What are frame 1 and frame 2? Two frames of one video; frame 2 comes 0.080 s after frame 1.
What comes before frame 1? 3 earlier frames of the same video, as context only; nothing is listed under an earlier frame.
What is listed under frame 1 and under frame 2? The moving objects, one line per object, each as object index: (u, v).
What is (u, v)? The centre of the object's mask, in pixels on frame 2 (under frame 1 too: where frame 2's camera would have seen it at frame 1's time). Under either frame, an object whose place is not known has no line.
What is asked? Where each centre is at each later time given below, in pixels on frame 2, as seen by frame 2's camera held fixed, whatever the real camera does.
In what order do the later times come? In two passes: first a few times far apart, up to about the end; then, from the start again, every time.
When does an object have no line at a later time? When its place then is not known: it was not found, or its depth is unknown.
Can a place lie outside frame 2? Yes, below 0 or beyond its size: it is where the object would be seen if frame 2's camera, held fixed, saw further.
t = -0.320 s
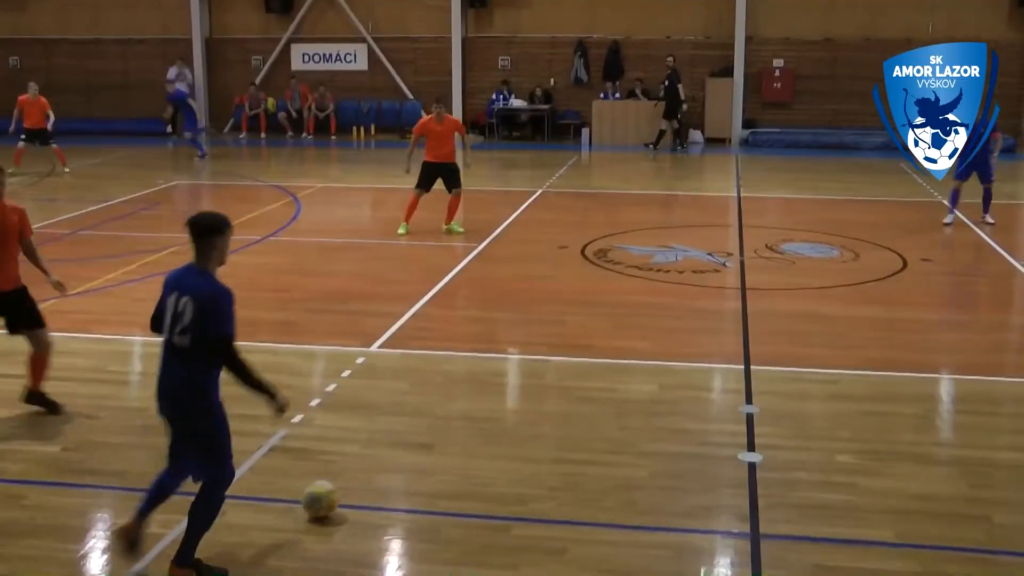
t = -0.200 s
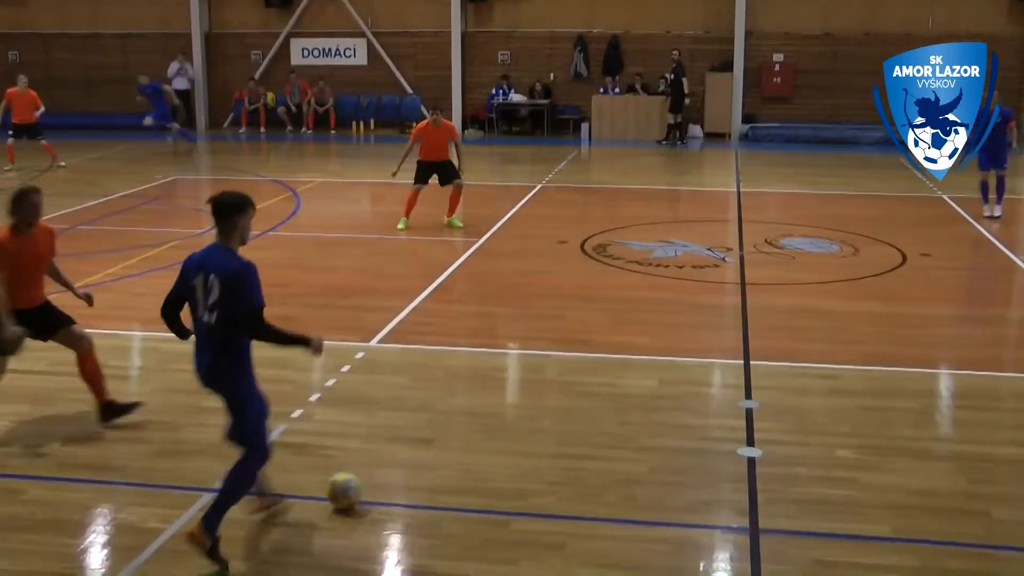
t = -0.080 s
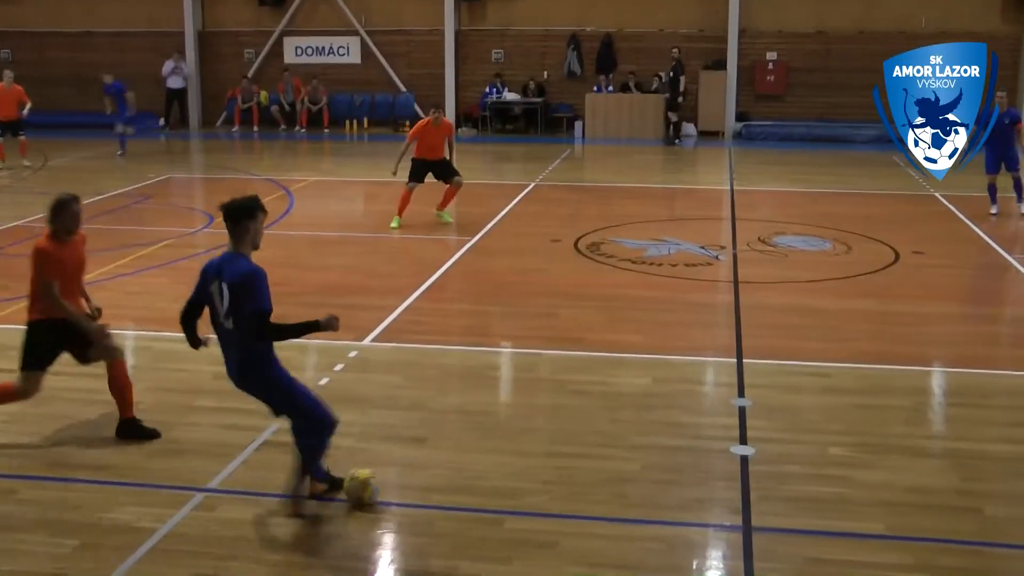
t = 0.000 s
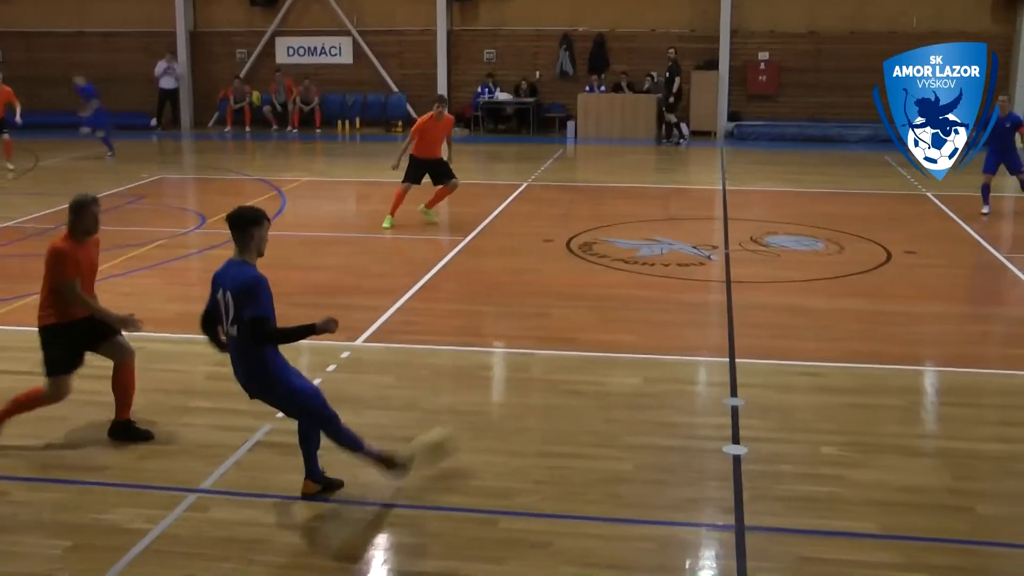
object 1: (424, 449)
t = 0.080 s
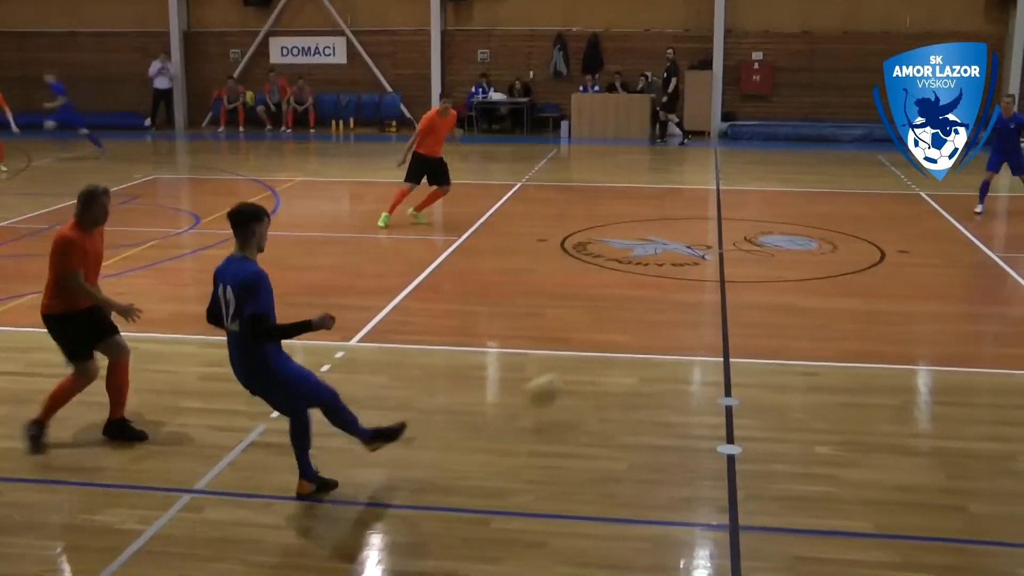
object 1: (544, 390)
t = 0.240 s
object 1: (706, 327)
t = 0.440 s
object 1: (824, 282)
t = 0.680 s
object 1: (912, 241)
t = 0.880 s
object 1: (963, 218)
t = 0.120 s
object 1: (592, 369)
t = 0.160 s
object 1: (635, 351)
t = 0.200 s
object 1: (673, 337)
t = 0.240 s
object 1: (706, 327)
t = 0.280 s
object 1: (736, 323)
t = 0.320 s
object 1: (762, 312)
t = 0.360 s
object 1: (784, 301)
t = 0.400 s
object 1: (804, 288)
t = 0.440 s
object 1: (824, 282)
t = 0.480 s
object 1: (842, 275)
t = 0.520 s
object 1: (859, 266)
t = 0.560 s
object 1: (874, 258)
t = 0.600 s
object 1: (888, 253)
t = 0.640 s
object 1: (901, 246)
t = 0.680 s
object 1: (912, 241)
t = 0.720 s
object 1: (924, 236)
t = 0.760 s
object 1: (935, 231)
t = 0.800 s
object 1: (943, 227)
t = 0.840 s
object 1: (953, 222)
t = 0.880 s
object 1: (963, 218)
